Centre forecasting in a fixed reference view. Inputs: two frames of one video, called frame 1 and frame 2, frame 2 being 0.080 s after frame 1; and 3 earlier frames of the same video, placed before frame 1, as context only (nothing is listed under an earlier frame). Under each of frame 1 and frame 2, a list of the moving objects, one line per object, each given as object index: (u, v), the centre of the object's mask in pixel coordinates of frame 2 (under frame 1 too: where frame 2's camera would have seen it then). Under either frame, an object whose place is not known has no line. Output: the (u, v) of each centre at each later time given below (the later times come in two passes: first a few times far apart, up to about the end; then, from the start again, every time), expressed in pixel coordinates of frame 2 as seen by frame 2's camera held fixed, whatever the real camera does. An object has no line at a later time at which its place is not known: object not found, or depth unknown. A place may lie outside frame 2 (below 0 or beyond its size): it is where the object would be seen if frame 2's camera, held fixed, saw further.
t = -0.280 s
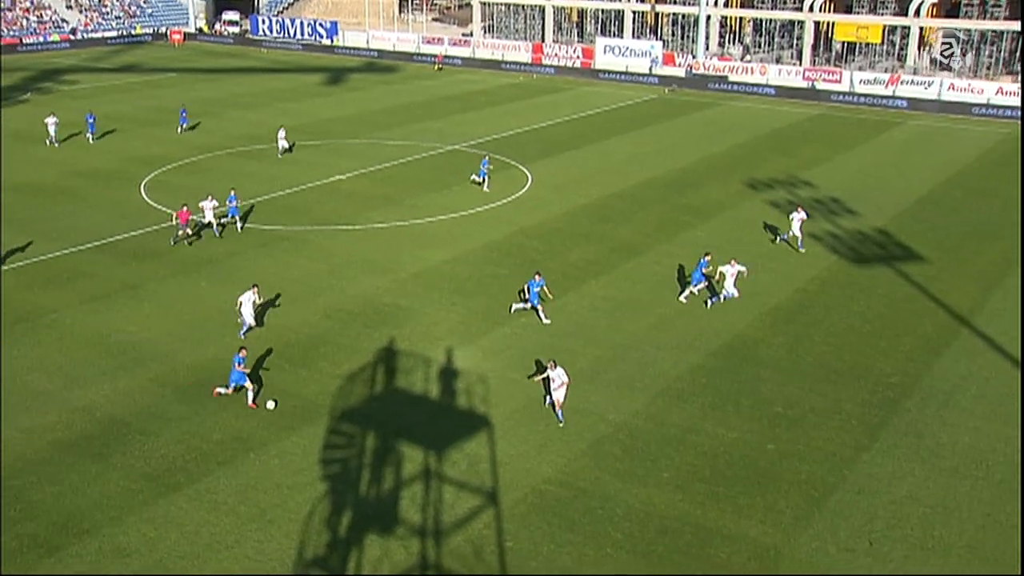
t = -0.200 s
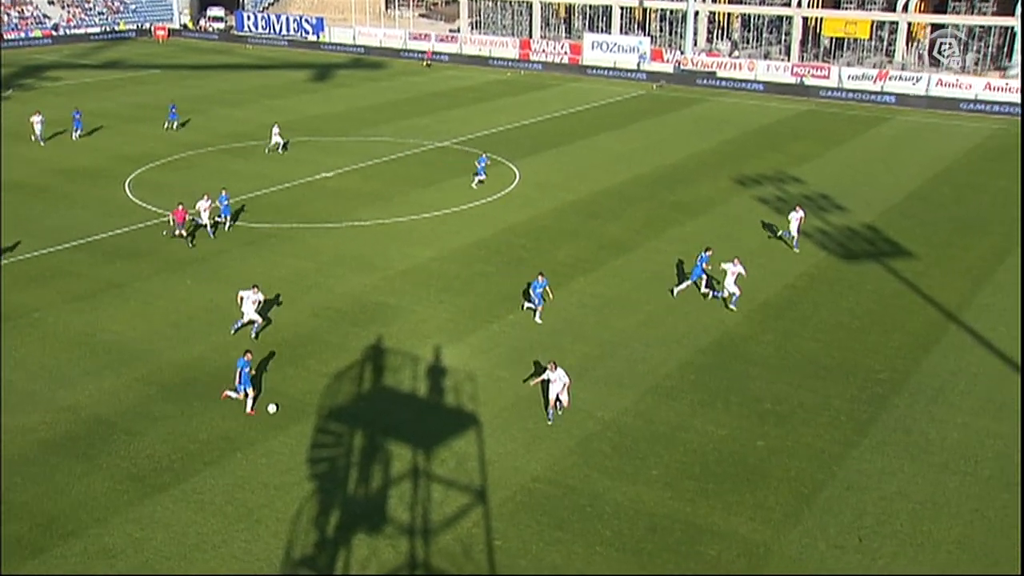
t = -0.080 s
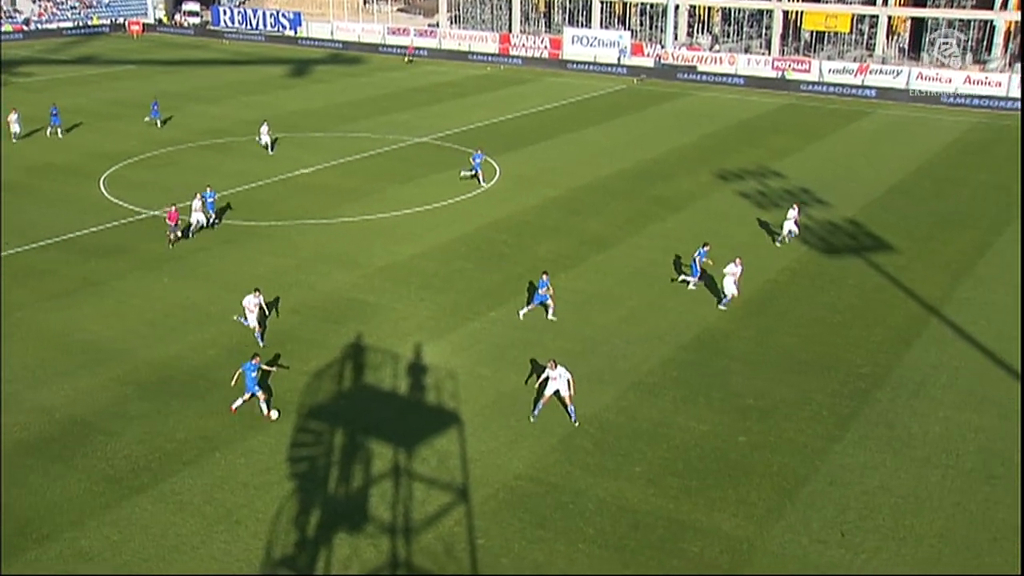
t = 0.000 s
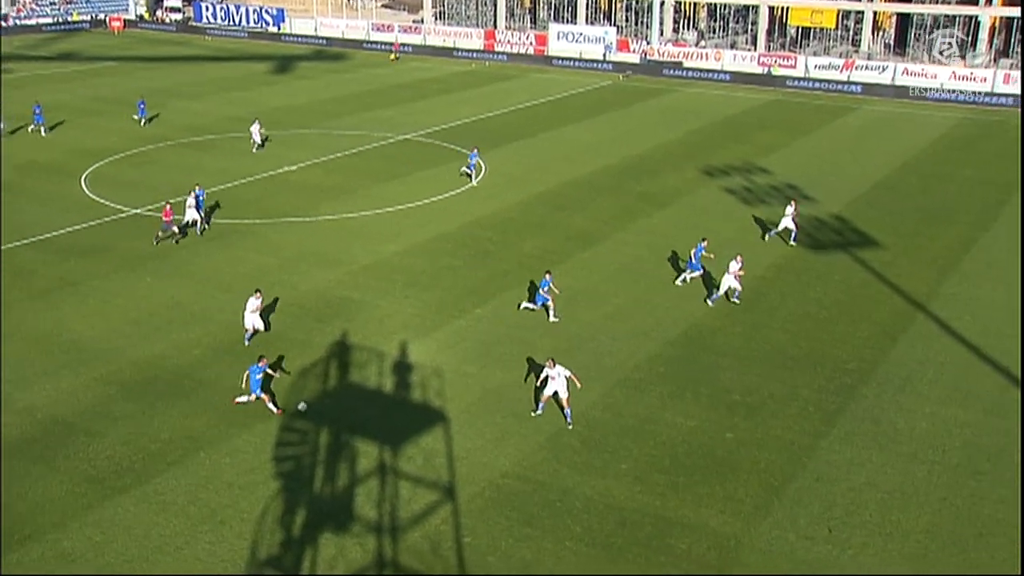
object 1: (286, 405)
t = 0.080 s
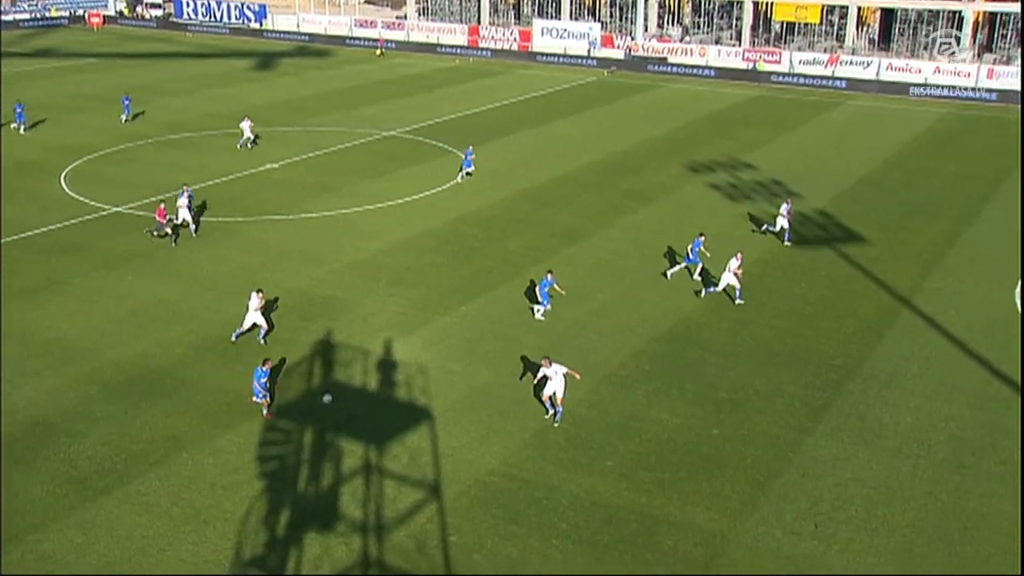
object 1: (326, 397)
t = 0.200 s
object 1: (384, 393)
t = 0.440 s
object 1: (472, 380)
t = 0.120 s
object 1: (346, 396)
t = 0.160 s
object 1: (366, 394)
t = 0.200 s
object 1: (384, 393)
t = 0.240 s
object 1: (400, 389)
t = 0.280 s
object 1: (415, 386)
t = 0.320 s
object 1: (430, 384)
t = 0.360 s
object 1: (444, 383)
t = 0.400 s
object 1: (459, 381)
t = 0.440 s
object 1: (472, 380)
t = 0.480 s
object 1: (485, 378)
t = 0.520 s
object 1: (498, 375)
